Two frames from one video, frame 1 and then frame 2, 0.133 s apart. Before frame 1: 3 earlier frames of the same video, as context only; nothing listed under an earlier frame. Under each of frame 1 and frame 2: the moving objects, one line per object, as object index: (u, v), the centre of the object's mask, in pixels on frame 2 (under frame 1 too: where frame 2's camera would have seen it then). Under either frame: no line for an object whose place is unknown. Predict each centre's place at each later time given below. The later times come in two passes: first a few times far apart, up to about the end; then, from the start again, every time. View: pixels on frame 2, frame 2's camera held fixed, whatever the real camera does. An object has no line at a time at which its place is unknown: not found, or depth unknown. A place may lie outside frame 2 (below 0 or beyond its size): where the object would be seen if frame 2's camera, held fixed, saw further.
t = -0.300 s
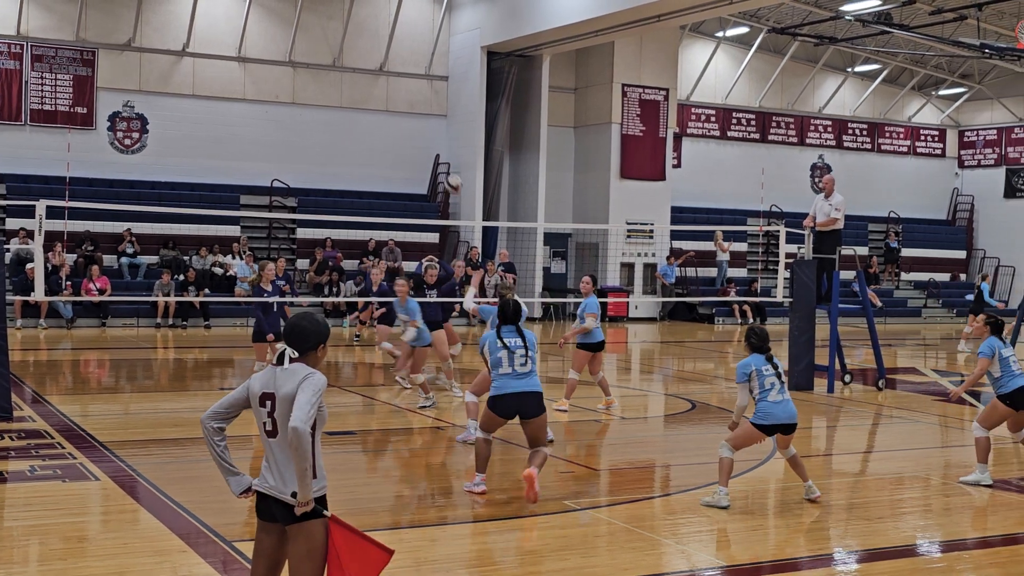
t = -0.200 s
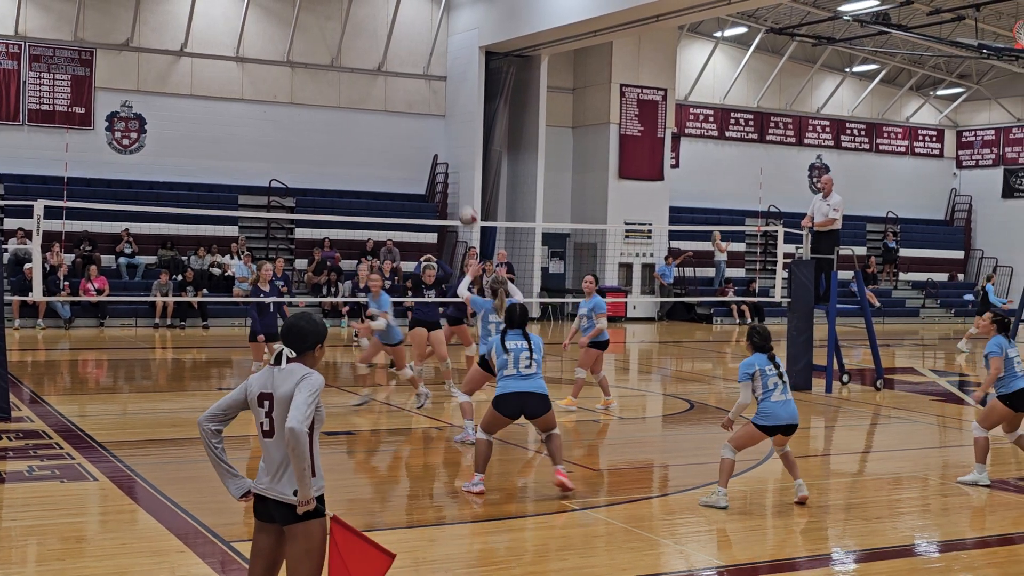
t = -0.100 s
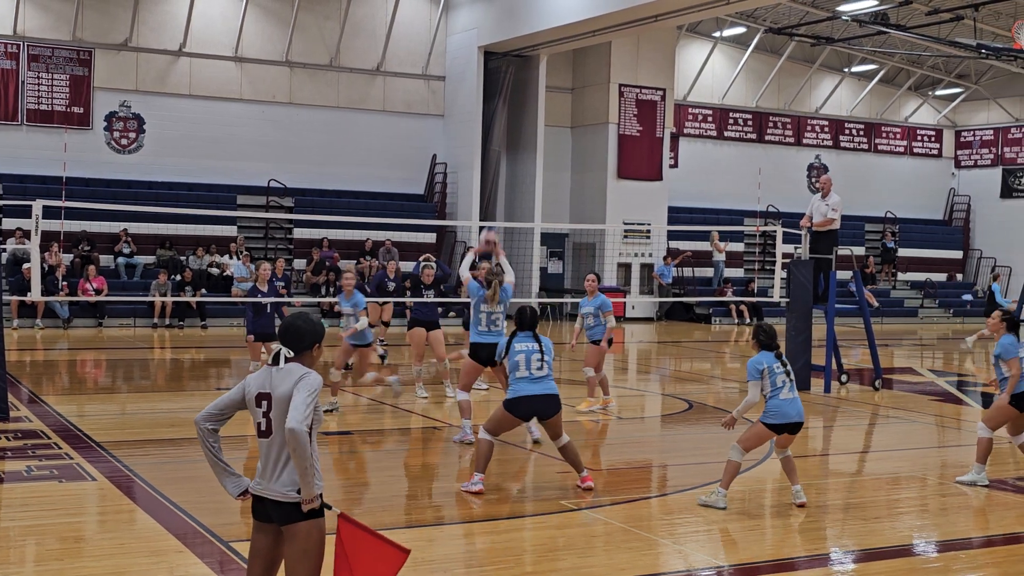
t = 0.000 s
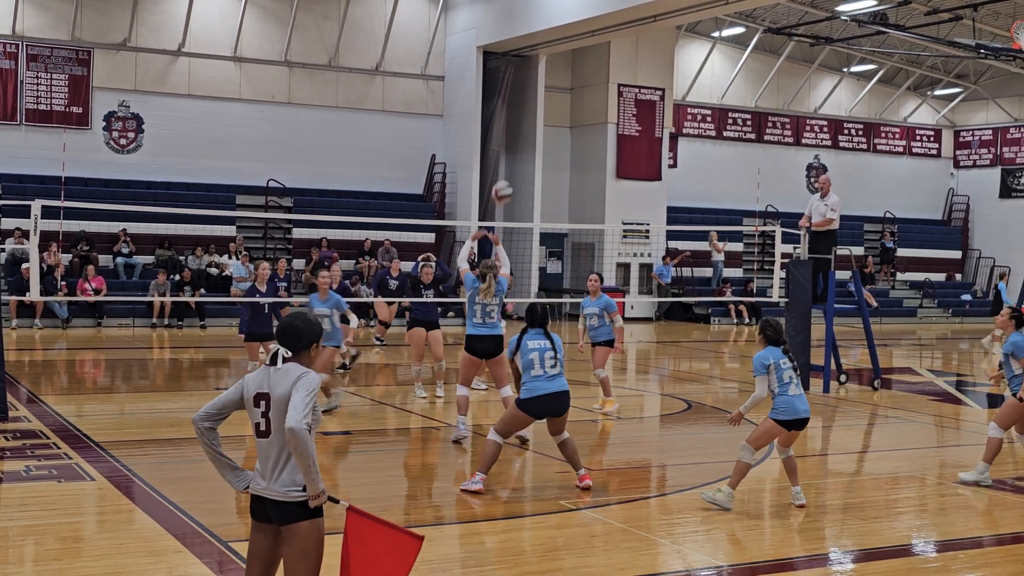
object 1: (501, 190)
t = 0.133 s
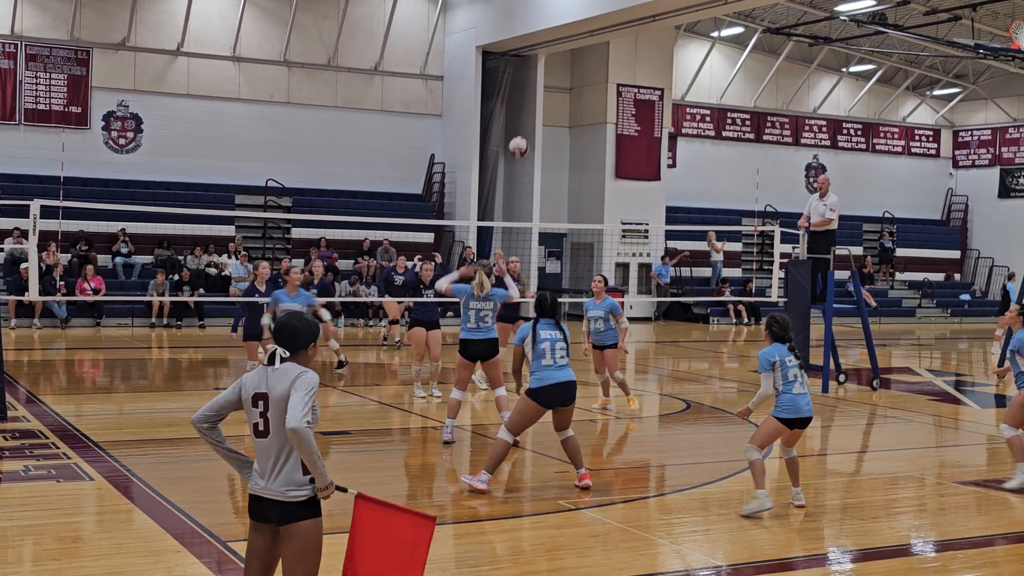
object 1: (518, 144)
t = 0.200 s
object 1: (525, 130)
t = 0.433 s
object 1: (554, 108)
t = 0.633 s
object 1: (576, 132)
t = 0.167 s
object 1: (521, 137)
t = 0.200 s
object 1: (525, 130)
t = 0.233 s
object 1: (529, 124)
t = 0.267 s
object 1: (534, 120)
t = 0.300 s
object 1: (539, 115)
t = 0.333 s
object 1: (543, 112)
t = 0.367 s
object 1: (548, 111)
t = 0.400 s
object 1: (551, 108)
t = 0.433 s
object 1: (554, 108)
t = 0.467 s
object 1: (557, 110)
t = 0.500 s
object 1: (560, 113)
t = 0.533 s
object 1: (564, 117)
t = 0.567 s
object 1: (567, 120)
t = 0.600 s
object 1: (572, 126)
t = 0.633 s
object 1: (576, 132)
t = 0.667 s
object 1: (577, 135)
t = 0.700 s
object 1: (583, 145)
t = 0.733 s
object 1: (586, 155)
